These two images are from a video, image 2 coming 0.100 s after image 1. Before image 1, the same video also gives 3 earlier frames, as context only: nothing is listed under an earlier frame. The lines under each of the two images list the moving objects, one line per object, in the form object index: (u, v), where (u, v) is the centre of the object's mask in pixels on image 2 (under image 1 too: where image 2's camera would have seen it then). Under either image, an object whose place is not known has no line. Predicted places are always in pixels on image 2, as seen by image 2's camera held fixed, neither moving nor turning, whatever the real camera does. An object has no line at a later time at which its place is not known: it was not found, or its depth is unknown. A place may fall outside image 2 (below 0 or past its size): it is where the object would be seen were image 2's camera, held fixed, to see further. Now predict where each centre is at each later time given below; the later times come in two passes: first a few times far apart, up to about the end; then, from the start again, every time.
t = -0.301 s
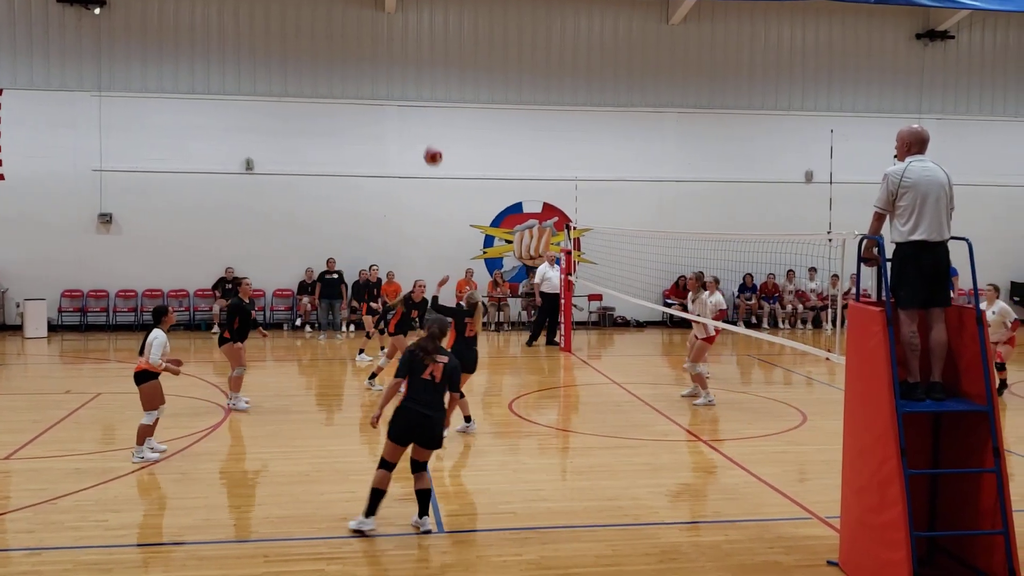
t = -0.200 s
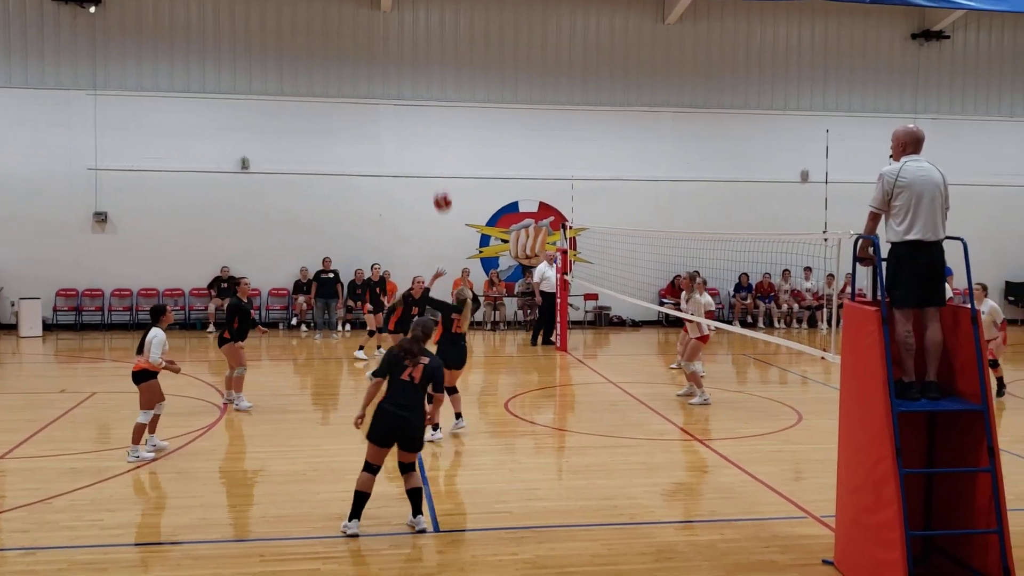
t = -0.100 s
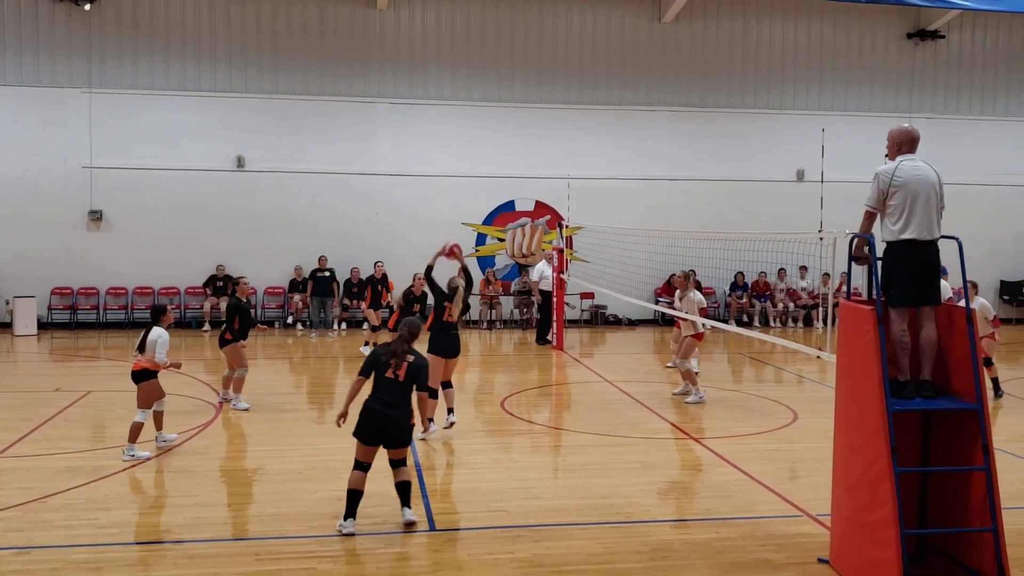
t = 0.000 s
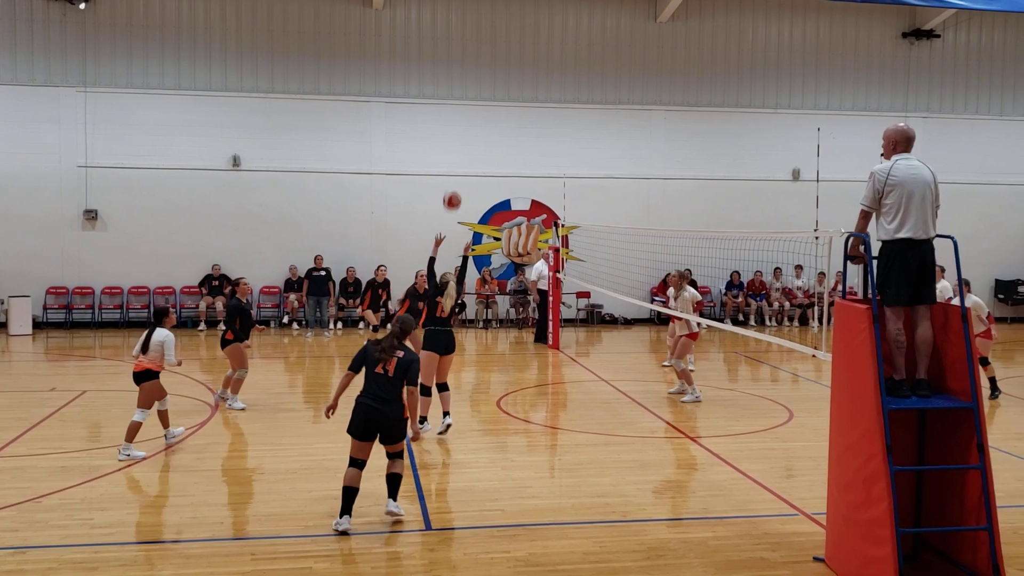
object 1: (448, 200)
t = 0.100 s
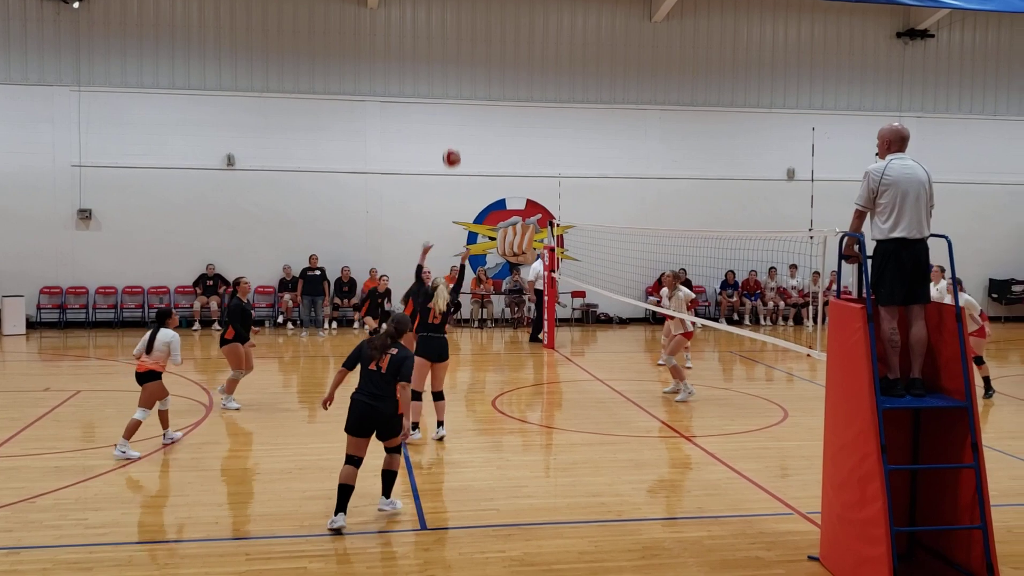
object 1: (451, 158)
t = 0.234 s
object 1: (457, 119)
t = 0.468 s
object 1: (465, 88)
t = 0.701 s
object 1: (472, 104)
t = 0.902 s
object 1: (476, 151)
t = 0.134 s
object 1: (453, 147)
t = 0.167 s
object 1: (454, 136)
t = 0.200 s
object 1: (456, 127)
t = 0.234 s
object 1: (457, 119)
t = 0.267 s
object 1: (458, 111)
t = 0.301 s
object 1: (459, 104)
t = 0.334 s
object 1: (460, 99)
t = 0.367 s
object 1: (461, 95)
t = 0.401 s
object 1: (463, 91)
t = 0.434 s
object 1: (464, 89)
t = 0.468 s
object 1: (465, 88)
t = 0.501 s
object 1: (466, 88)
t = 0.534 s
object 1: (467, 88)
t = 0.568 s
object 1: (468, 89)
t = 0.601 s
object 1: (469, 92)
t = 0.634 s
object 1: (470, 95)
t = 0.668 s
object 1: (472, 99)
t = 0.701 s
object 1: (472, 104)
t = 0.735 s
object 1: (473, 111)
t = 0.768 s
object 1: (473, 117)
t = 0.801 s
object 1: (474, 125)
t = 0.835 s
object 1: (475, 133)
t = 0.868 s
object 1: (476, 141)
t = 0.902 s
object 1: (476, 151)
